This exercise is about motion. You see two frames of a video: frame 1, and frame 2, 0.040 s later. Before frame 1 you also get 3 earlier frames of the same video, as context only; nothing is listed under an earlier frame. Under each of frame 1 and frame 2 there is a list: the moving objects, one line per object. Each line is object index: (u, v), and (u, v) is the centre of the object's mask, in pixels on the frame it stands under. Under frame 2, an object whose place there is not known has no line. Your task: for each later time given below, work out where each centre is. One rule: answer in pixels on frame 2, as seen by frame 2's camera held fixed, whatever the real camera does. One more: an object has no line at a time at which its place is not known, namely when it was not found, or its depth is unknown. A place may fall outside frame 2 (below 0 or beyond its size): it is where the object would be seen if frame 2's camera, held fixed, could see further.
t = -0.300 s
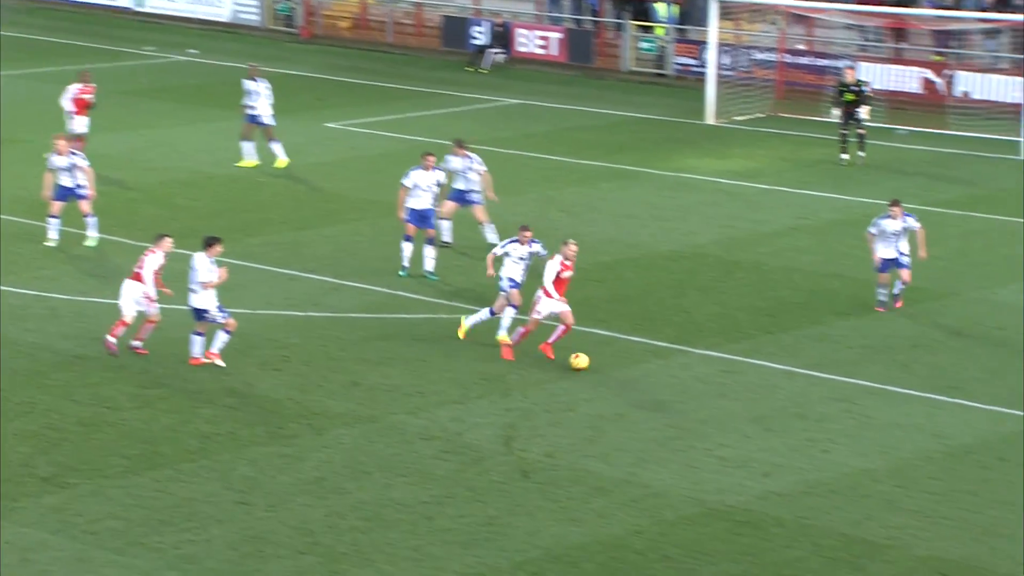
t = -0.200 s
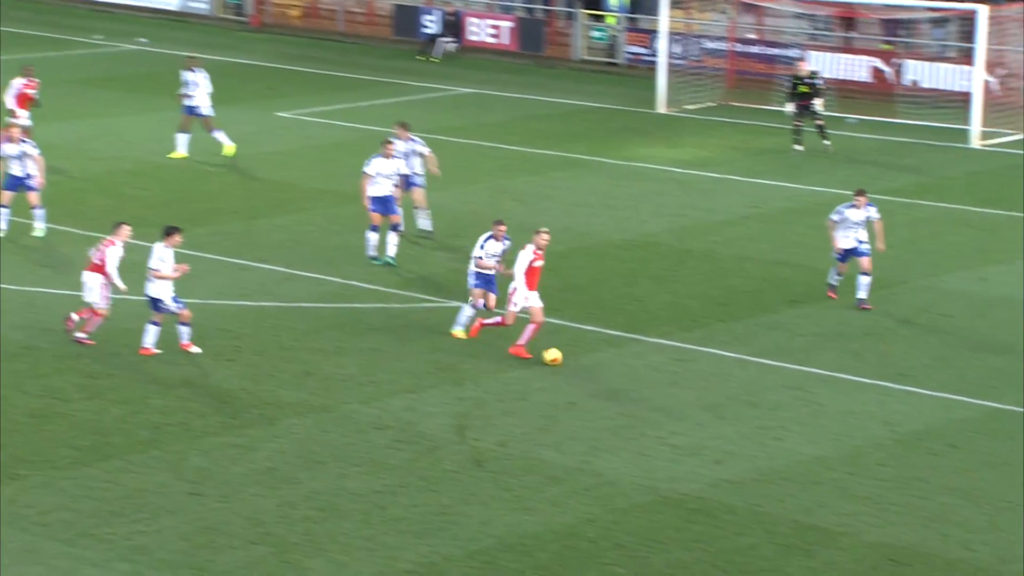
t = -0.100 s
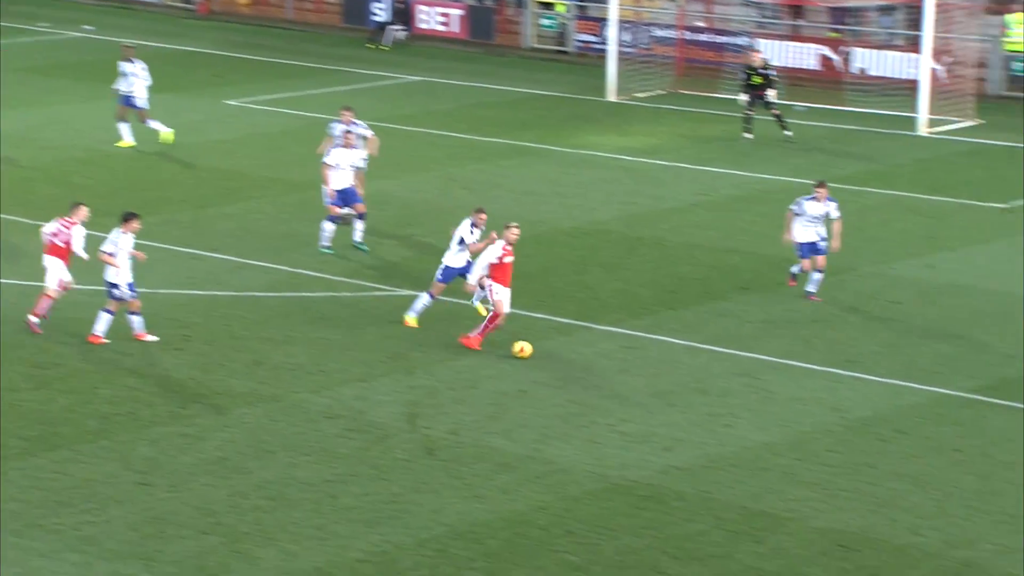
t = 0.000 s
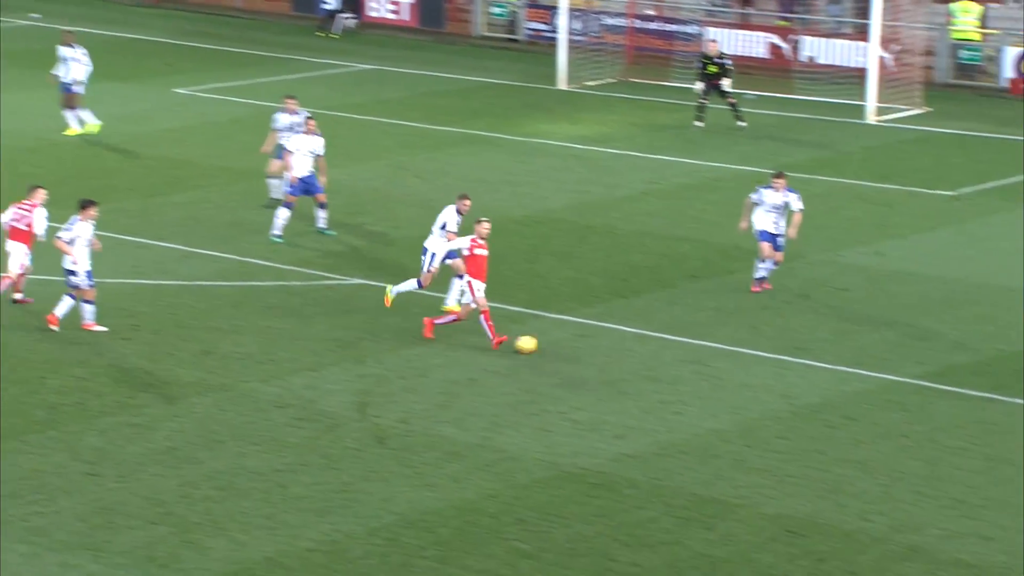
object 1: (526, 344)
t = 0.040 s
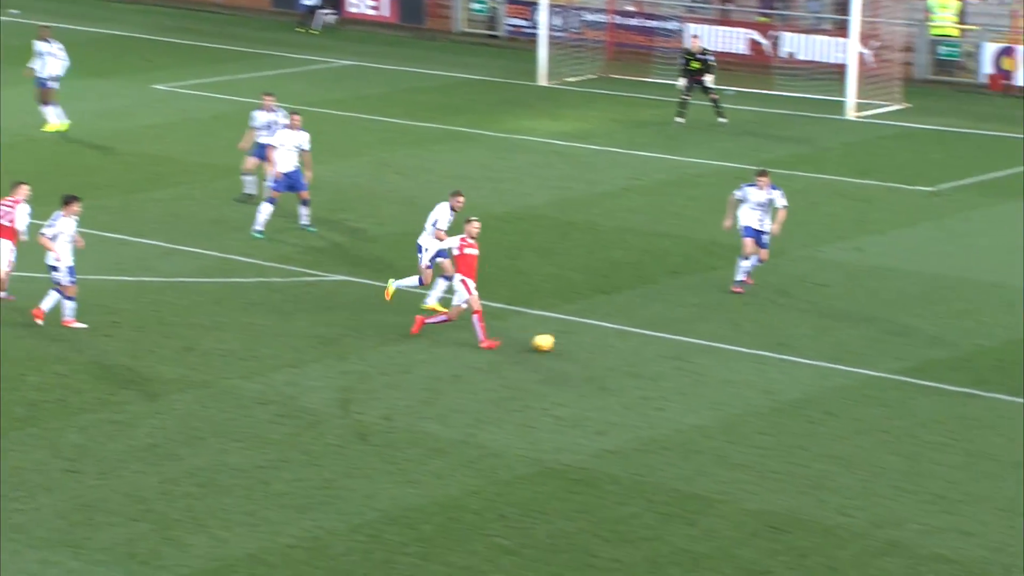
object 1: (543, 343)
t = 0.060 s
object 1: (561, 344)
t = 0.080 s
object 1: (579, 345)
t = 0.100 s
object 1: (597, 346)
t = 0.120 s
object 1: (616, 348)
